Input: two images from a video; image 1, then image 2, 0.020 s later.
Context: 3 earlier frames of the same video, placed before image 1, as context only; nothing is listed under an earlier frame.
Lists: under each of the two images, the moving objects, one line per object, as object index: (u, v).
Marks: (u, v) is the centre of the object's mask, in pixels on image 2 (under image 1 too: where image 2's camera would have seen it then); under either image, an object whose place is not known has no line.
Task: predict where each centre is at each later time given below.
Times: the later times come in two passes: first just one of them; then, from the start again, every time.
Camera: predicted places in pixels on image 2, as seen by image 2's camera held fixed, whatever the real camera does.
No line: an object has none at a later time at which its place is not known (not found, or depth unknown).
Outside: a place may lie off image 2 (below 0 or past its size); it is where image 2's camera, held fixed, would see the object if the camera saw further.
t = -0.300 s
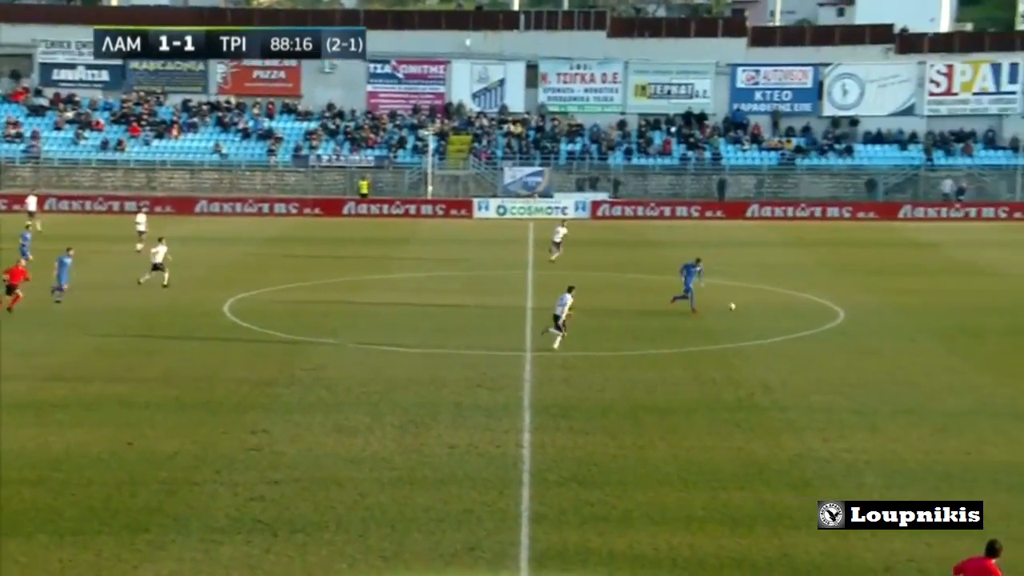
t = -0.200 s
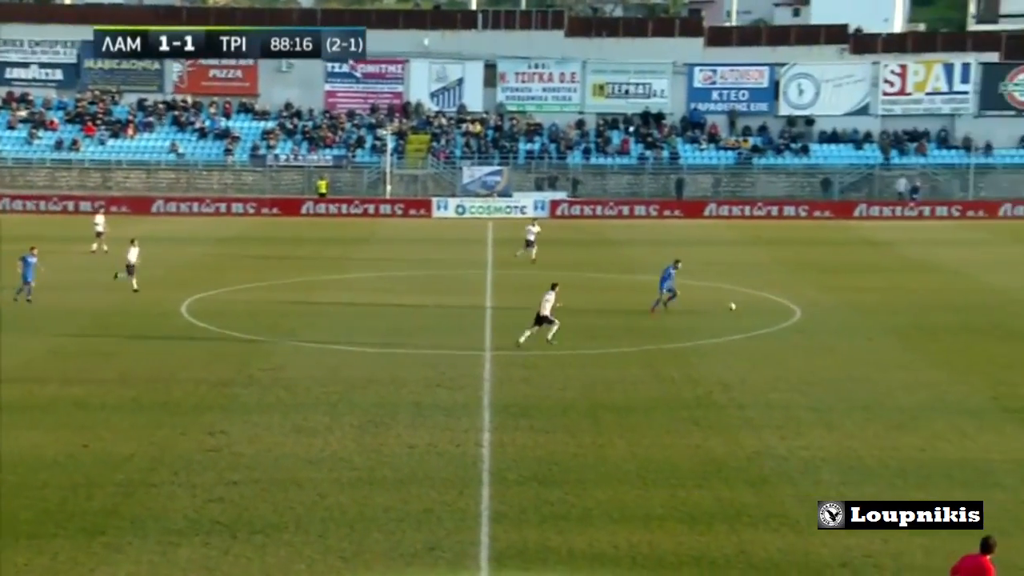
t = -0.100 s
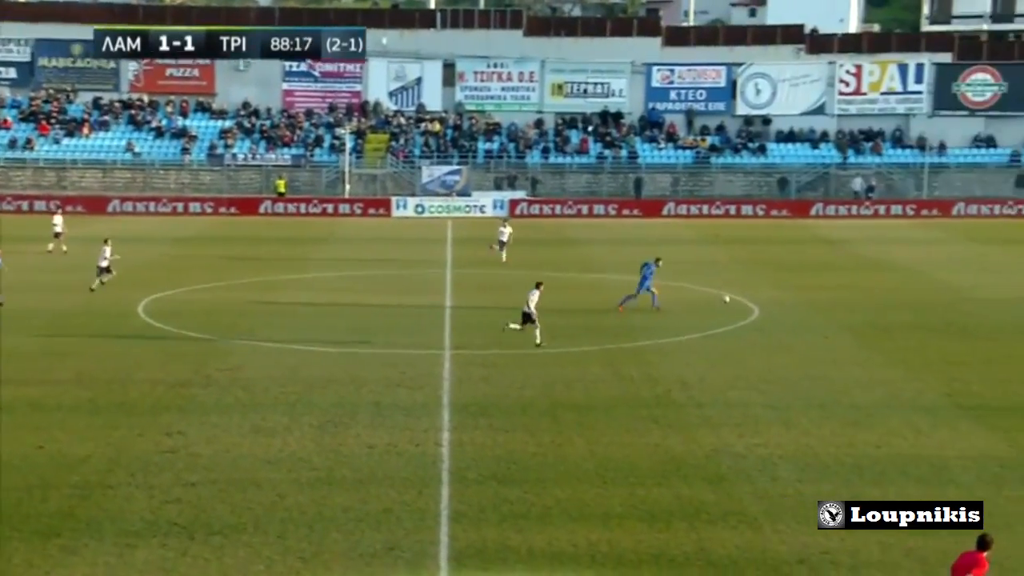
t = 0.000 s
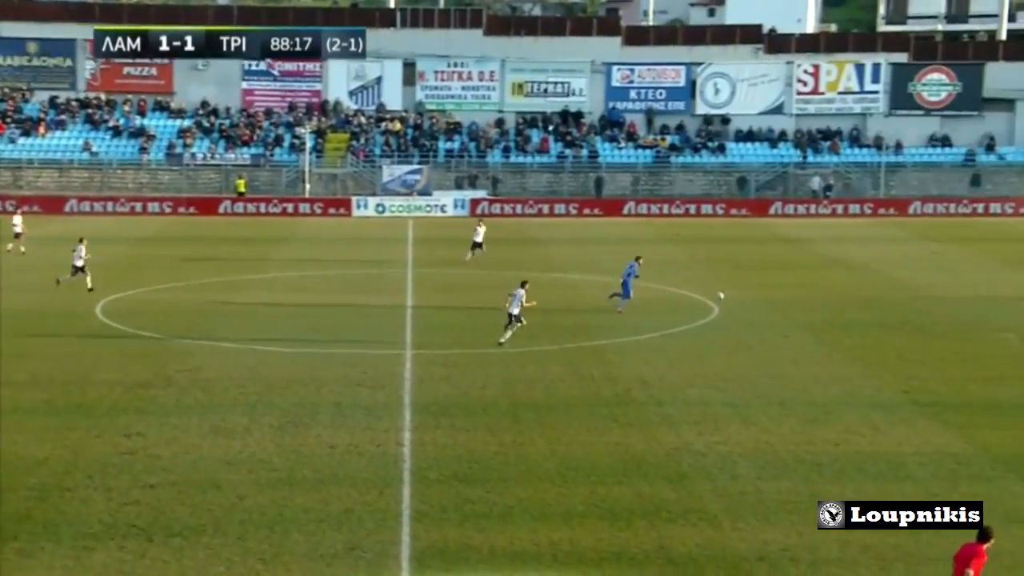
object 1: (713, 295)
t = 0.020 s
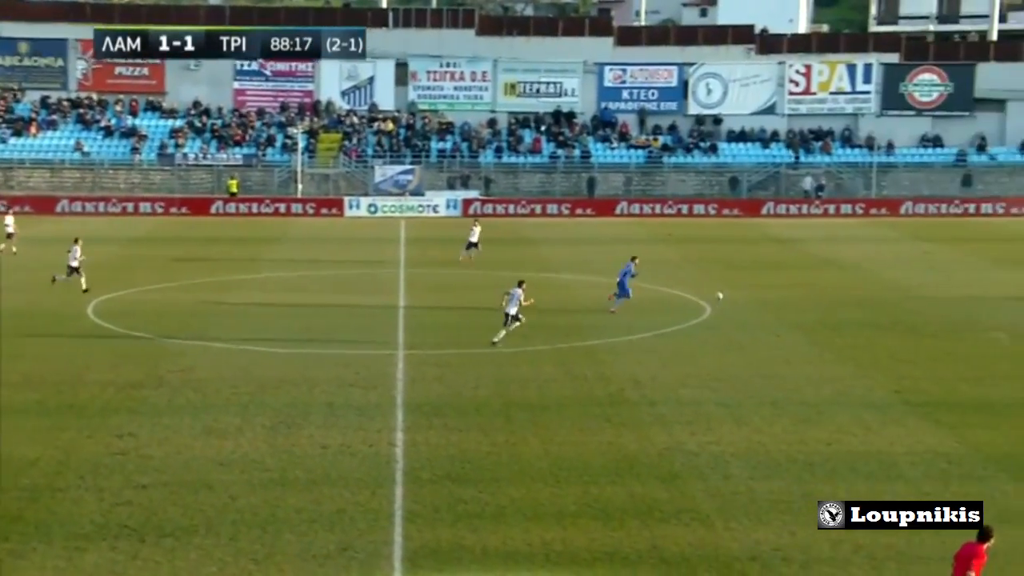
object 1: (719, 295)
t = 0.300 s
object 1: (803, 300)
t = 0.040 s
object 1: (726, 295)
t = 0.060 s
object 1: (733, 295)
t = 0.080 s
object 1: (739, 296)
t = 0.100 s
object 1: (746, 296)
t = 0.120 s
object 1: (752, 297)
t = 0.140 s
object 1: (758, 298)
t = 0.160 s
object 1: (764, 299)
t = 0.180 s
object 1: (771, 301)
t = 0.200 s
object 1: (777, 303)
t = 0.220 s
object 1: (783, 304)
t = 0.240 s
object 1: (788, 303)
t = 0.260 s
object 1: (793, 302)
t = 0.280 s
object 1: (798, 301)
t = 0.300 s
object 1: (803, 300)
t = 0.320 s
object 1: (808, 299)
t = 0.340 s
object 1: (812, 299)
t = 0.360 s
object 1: (817, 299)
